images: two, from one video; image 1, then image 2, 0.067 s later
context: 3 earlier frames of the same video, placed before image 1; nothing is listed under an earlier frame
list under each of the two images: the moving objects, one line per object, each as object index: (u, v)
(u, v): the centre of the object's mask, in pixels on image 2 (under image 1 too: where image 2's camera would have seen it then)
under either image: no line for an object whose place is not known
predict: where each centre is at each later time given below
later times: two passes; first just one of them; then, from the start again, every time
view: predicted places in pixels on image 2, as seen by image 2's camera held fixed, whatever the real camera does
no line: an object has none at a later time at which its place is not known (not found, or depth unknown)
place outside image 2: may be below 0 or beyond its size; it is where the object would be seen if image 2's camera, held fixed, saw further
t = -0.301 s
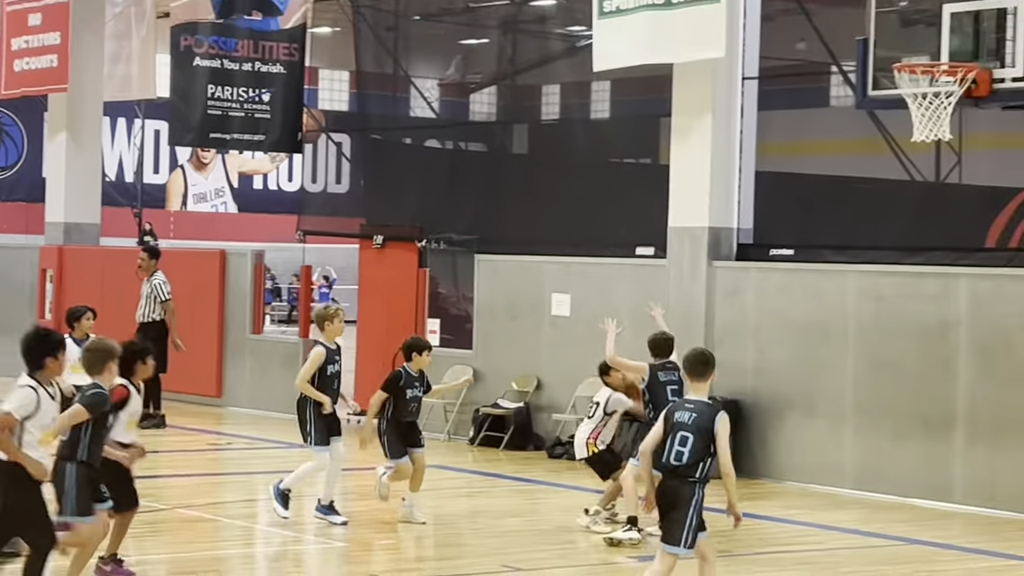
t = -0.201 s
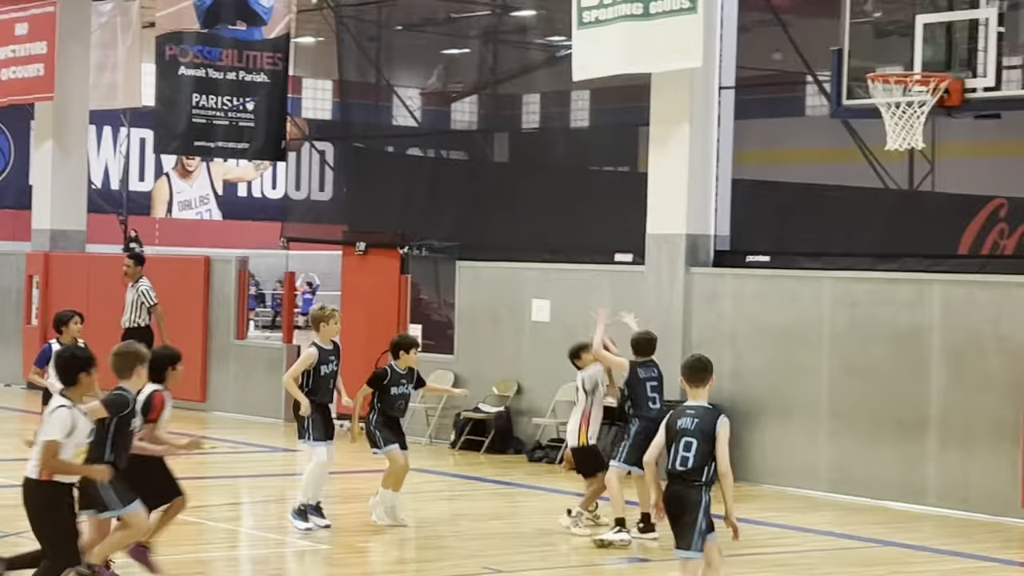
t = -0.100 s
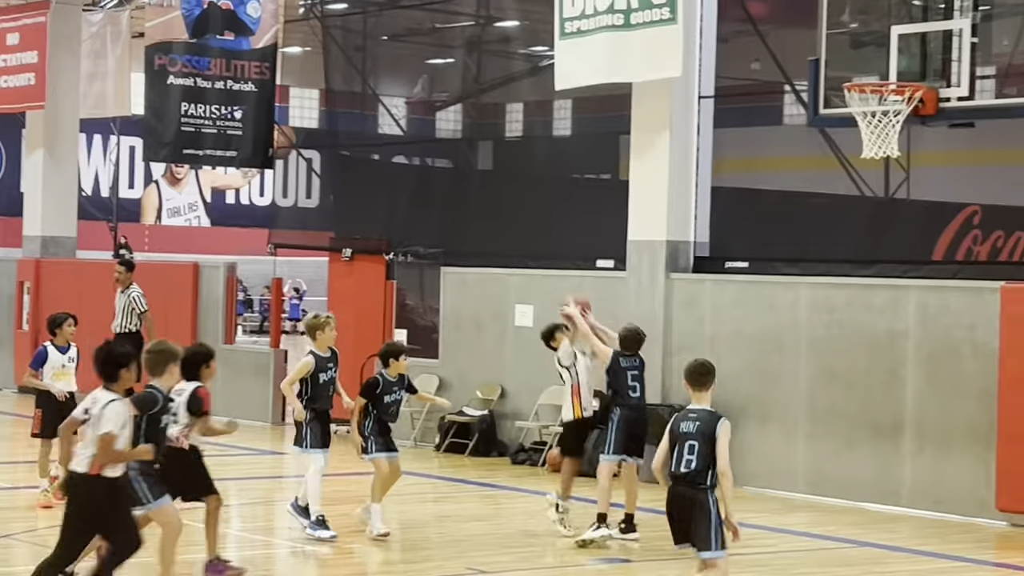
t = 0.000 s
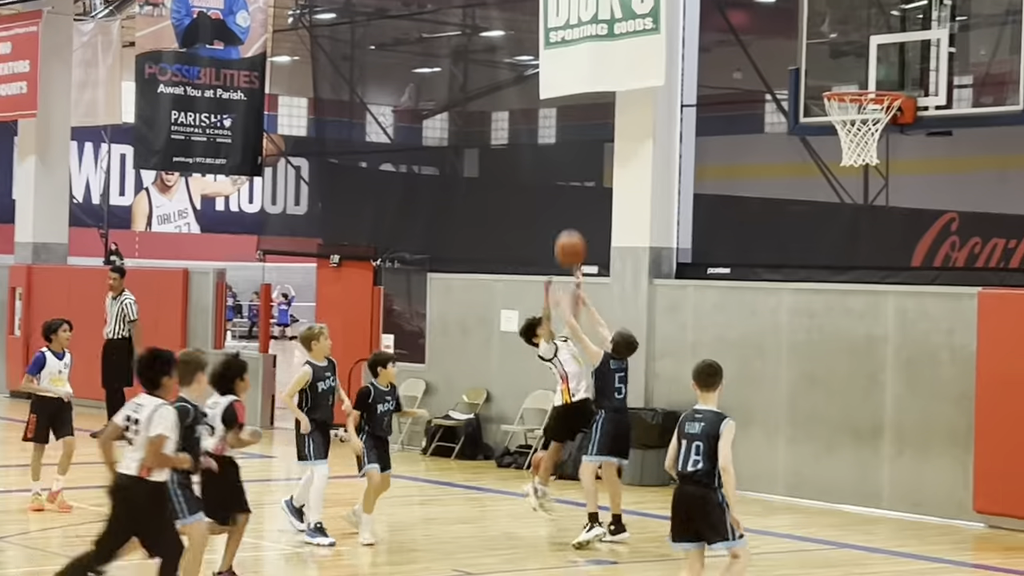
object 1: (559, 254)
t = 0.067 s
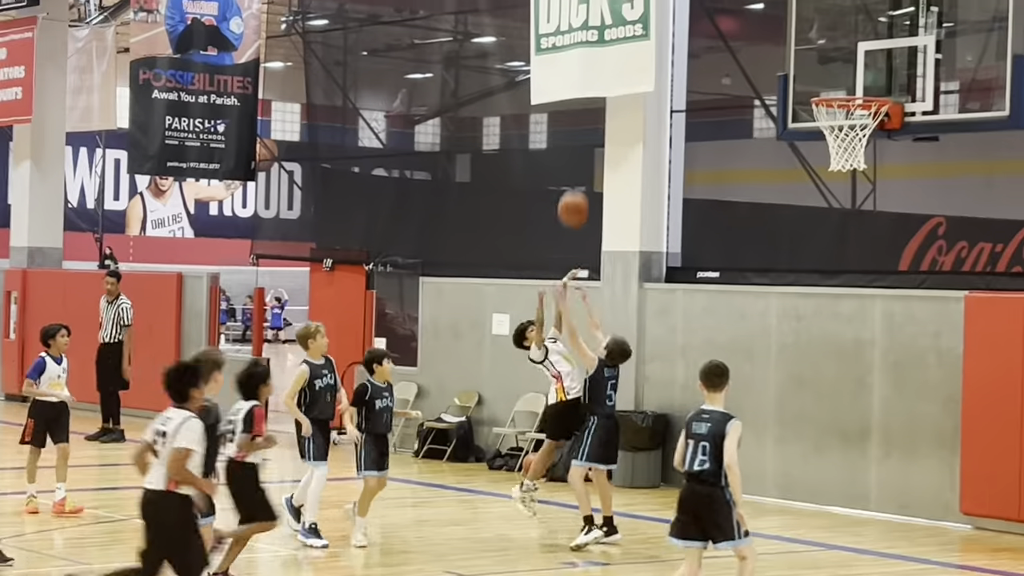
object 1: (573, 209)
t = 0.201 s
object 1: (600, 133)
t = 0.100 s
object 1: (580, 187)
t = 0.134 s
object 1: (586, 168)
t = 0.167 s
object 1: (593, 150)
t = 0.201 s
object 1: (600, 133)
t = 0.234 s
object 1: (606, 117)
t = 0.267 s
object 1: (614, 103)
